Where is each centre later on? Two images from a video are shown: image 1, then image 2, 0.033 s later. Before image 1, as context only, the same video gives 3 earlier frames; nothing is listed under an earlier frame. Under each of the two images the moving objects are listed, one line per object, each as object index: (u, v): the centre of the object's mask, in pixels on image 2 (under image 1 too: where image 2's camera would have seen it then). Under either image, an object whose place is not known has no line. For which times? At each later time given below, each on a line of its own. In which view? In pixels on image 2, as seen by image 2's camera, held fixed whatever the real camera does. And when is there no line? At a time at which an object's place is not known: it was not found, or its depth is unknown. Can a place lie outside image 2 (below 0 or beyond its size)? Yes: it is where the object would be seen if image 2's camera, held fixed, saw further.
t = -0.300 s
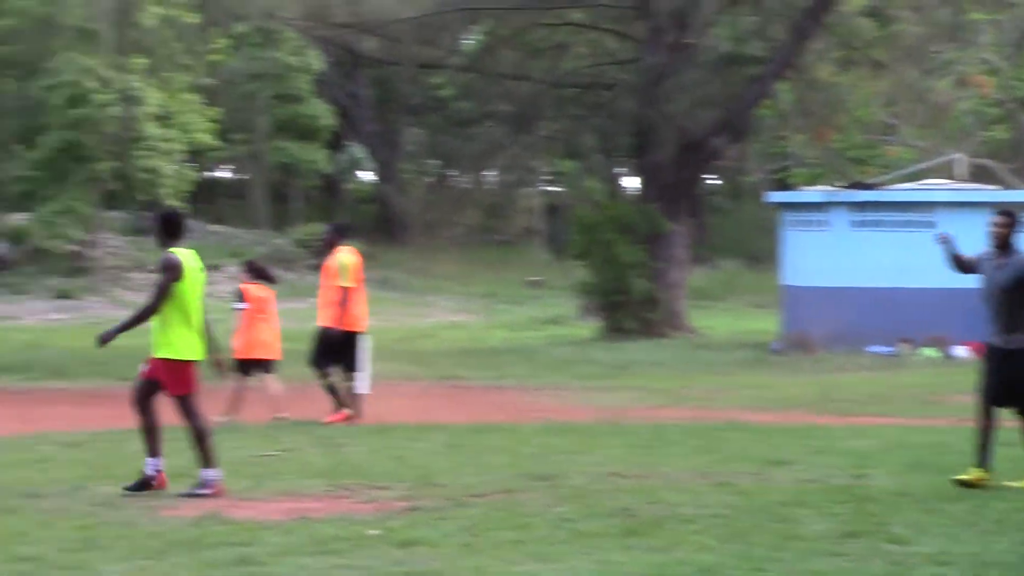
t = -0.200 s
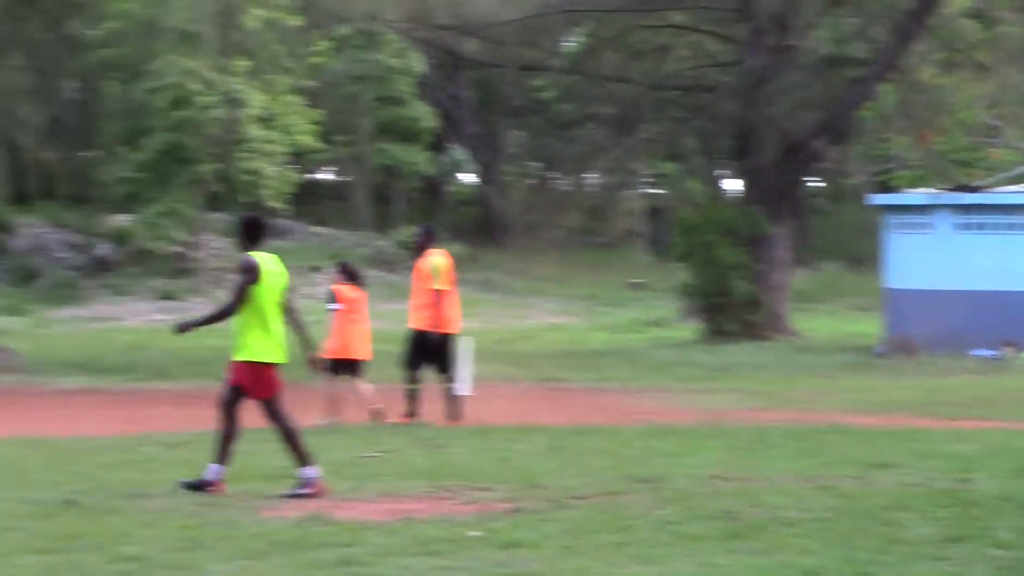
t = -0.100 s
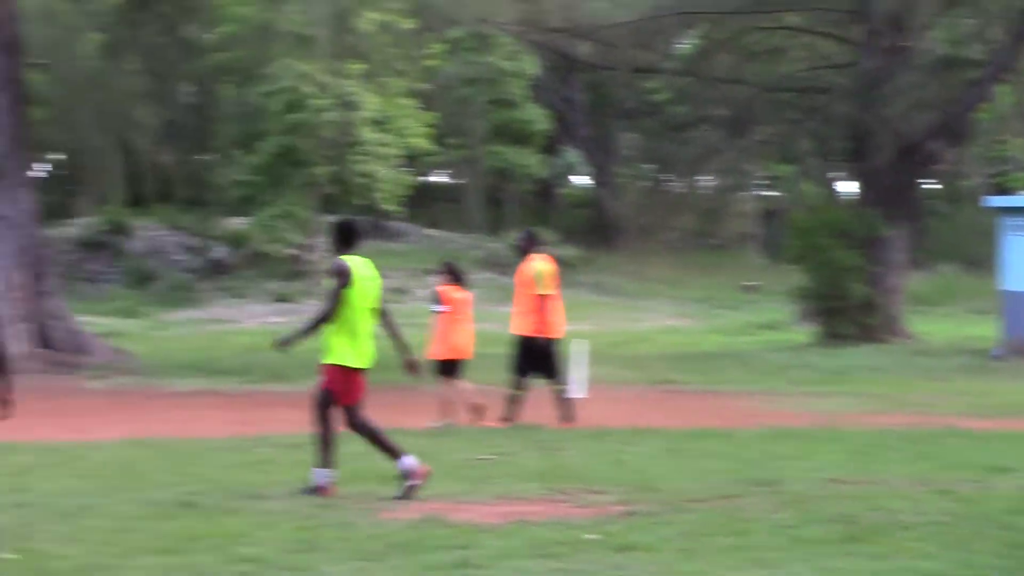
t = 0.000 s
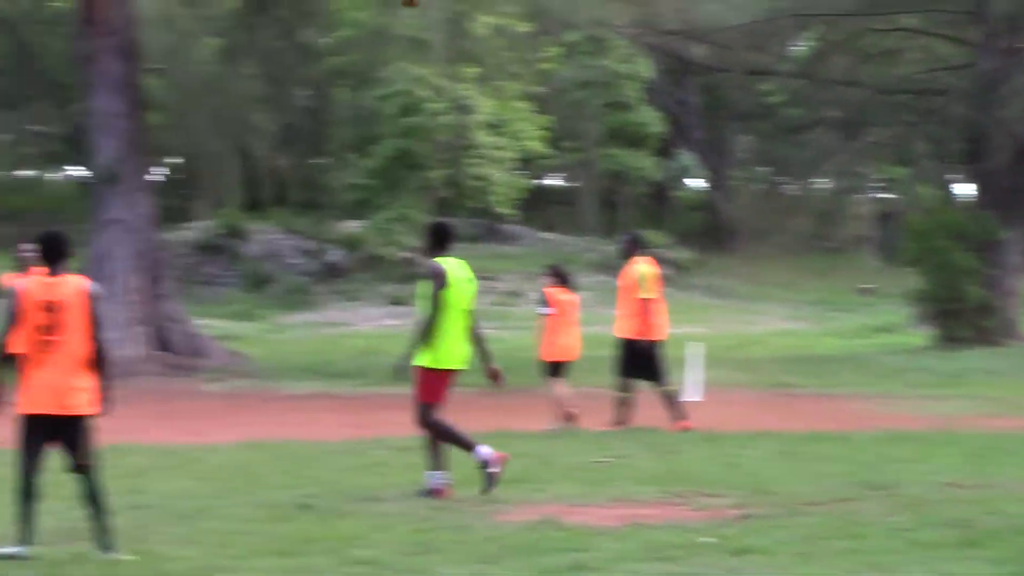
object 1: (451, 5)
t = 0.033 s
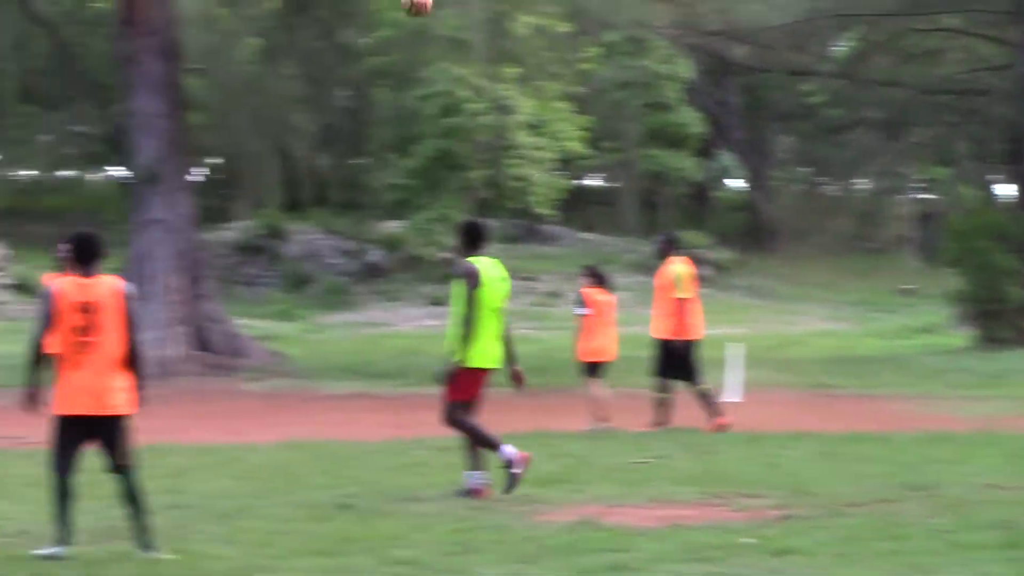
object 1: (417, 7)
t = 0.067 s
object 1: (382, 11)
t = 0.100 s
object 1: (348, 20)
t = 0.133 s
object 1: (318, 34)
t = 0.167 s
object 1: (289, 48)
